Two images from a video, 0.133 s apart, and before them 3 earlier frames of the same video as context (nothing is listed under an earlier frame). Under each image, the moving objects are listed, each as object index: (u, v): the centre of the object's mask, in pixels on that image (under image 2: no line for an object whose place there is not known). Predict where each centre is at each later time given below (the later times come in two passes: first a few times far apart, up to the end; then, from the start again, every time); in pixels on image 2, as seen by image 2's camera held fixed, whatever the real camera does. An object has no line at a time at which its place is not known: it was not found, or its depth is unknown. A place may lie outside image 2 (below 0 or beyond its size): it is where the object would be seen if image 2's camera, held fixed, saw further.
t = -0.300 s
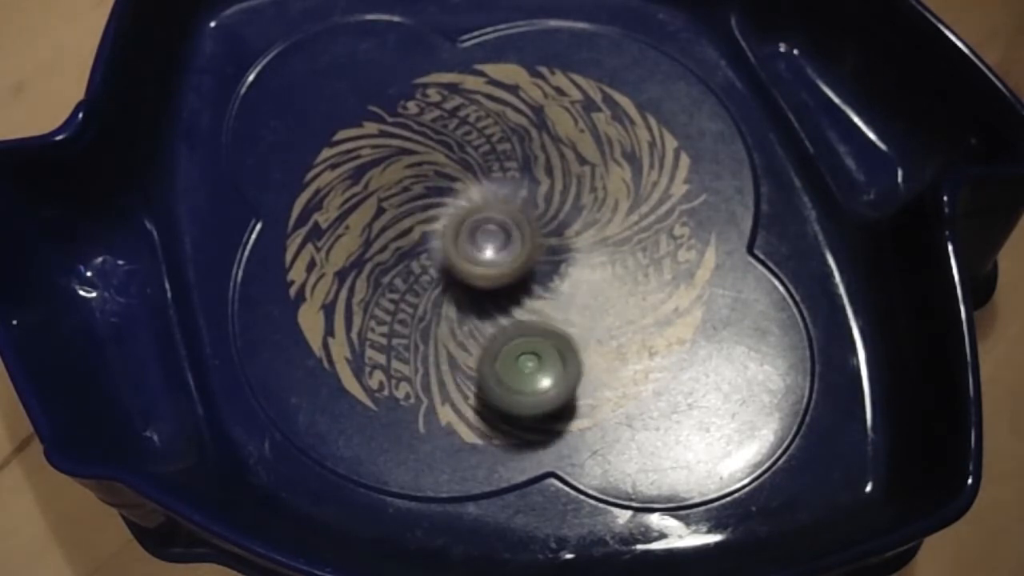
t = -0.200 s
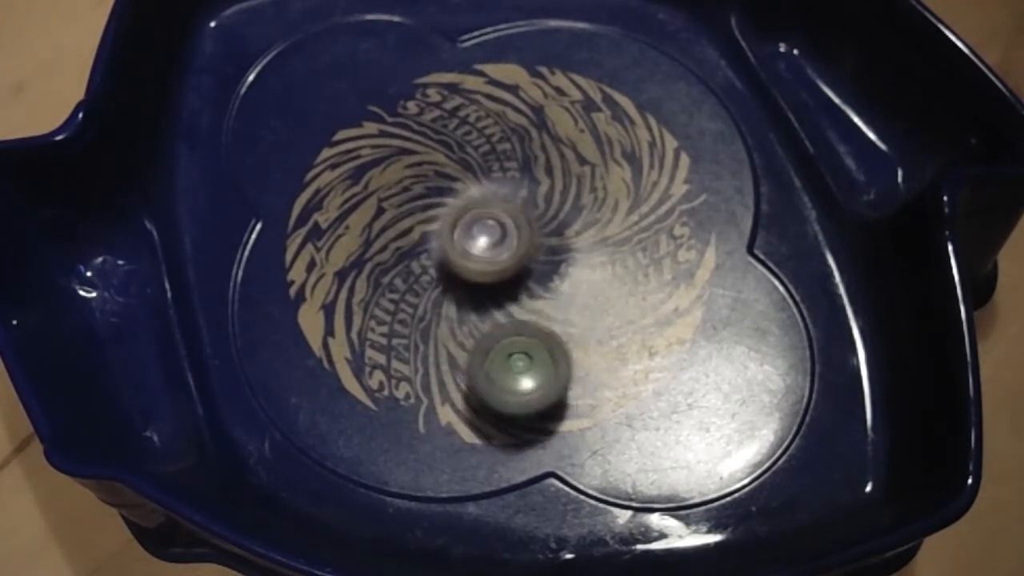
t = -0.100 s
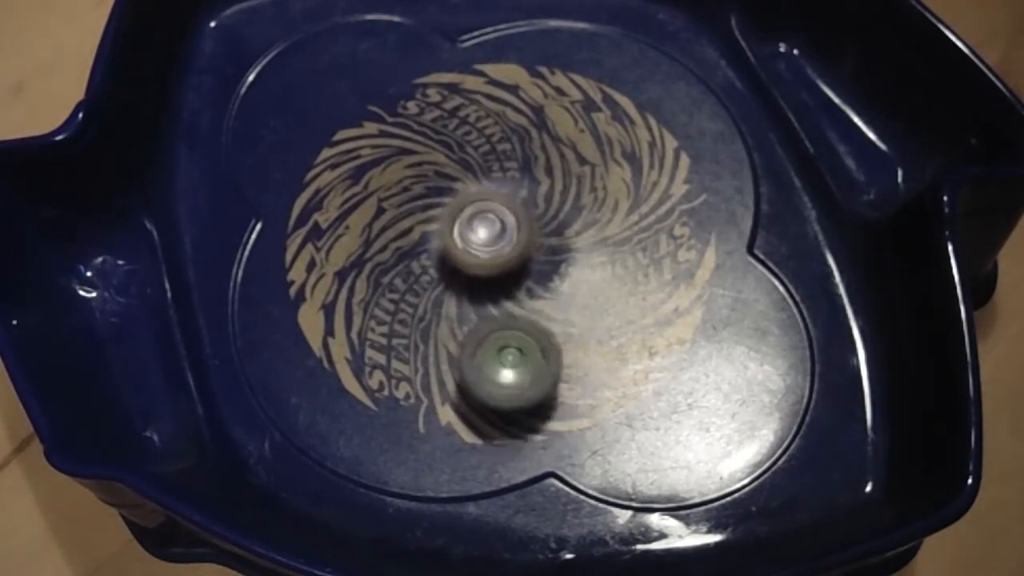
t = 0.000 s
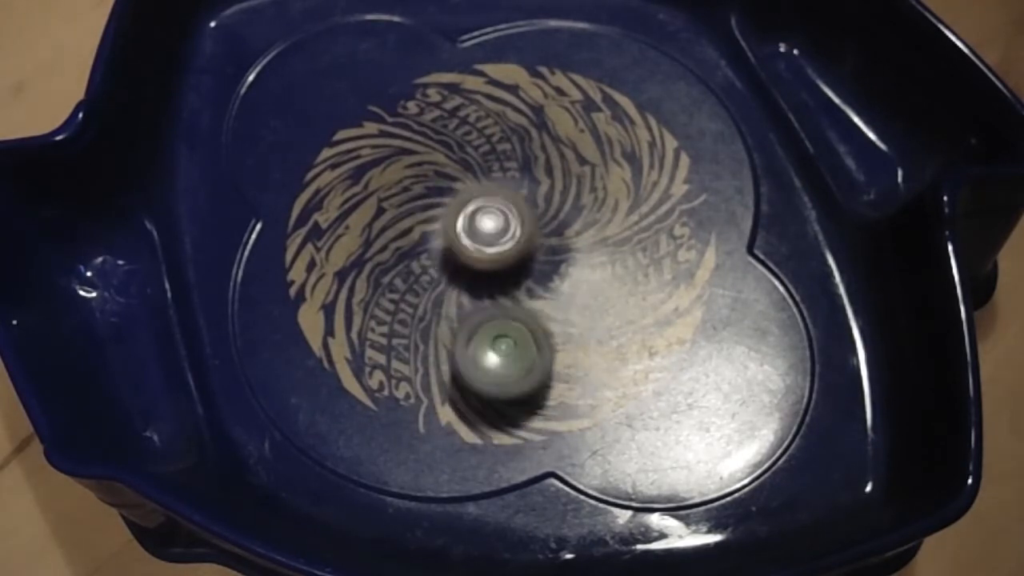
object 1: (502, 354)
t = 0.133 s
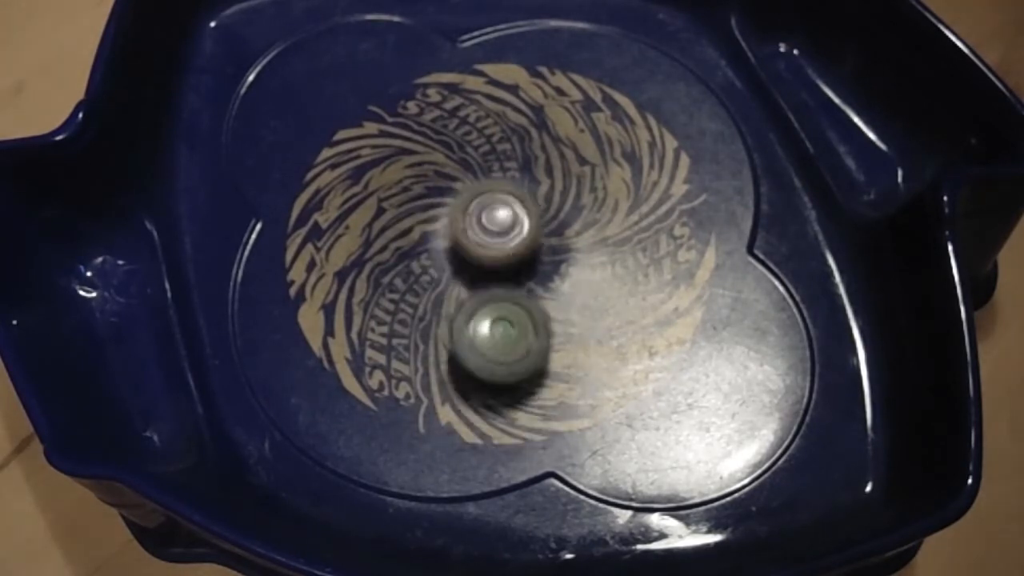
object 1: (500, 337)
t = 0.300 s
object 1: (509, 315)
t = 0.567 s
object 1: (483, 382)
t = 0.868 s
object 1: (451, 383)
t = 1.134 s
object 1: (455, 346)
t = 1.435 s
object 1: (505, 324)
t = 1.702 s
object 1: (538, 349)
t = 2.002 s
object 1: (520, 370)
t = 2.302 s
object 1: (498, 341)
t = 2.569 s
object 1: (519, 308)
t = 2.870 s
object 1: (560, 332)
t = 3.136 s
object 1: (541, 362)
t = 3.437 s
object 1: (503, 343)
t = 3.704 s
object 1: (503, 336)
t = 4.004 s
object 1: (510, 350)
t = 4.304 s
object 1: (496, 357)
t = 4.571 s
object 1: (493, 332)
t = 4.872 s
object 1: (522, 328)
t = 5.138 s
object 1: (518, 346)
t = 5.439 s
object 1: (501, 331)
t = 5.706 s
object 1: (478, 339)
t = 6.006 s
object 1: (463, 340)
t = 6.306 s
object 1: (438, 339)
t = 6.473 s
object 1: (450, 322)
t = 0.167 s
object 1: (501, 332)
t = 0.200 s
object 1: (502, 327)
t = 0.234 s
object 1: (504, 322)
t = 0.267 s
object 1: (507, 318)
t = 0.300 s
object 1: (509, 315)
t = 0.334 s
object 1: (508, 317)
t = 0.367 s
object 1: (502, 338)
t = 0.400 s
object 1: (496, 352)
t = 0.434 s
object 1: (491, 364)
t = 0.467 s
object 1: (488, 368)
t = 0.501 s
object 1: (487, 372)
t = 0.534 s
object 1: (485, 378)
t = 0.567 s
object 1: (483, 382)
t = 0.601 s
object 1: (480, 385)
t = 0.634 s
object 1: (477, 388)
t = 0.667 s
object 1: (473, 390)
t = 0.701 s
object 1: (468, 391)
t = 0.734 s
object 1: (465, 390)
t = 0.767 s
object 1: (461, 390)
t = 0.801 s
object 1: (458, 388)
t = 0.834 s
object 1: (455, 385)
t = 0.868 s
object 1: (451, 383)
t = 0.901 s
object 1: (450, 380)
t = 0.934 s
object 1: (448, 376)
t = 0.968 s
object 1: (447, 370)
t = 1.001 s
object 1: (448, 367)
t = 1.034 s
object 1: (447, 361)
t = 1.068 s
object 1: (451, 355)
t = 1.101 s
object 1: (452, 350)
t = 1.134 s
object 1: (455, 346)
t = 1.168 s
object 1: (459, 340)
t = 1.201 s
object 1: (464, 335)
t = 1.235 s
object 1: (468, 330)
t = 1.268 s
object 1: (473, 326)
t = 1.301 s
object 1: (479, 325)
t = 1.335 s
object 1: (485, 322)
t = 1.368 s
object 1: (491, 321)
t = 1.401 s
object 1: (498, 322)
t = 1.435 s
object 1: (505, 324)
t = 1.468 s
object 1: (511, 325)
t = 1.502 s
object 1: (517, 329)
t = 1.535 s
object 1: (523, 332)
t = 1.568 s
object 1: (526, 334)
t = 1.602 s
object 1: (531, 336)
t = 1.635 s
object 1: (534, 340)
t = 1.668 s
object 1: (536, 345)
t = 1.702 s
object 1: (538, 349)
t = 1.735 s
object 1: (538, 353)
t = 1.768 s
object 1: (538, 356)
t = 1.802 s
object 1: (537, 360)
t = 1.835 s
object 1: (536, 363)
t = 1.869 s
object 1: (534, 365)
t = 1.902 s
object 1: (529, 368)
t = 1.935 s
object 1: (527, 370)
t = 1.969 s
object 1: (524, 370)
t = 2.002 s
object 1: (520, 370)
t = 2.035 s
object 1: (516, 369)
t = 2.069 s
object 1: (512, 368)
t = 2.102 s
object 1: (509, 367)
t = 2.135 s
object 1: (506, 363)
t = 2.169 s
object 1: (503, 360)
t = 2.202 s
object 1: (502, 355)
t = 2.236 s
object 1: (499, 352)
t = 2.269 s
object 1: (498, 346)
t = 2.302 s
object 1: (498, 341)
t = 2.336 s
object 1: (498, 337)
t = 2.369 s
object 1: (499, 332)
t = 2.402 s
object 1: (500, 328)
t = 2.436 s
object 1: (503, 323)
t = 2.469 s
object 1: (506, 317)
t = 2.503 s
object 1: (509, 315)
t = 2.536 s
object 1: (515, 310)
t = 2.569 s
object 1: (519, 308)
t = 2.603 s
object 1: (524, 306)
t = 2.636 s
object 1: (528, 306)
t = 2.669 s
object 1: (534, 306)
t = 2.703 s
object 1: (540, 310)
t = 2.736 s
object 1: (544, 313)
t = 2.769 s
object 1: (548, 318)
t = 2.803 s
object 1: (554, 323)
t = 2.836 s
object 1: (558, 328)
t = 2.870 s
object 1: (560, 332)
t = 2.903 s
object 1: (561, 337)
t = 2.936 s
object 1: (561, 340)
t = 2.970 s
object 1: (560, 347)
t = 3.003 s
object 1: (558, 350)
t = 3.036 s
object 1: (556, 354)
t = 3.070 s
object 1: (552, 359)
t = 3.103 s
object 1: (547, 360)
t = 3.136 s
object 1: (541, 362)
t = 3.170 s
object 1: (537, 363)
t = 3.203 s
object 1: (531, 363)
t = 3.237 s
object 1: (526, 359)
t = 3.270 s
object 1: (522, 357)
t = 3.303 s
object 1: (517, 355)
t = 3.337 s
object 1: (513, 351)
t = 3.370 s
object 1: (510, 347)
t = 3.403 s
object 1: (507, 342)
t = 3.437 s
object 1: (503, 343)
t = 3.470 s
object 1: (501, 346)
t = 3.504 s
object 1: (499, 345)
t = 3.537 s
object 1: (498, 343)
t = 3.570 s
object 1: (499, 341)
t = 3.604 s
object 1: (499, 340)
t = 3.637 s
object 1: (500, 338)
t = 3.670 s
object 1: (501, 337)
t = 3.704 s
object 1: (503, 336)
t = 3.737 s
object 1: (504, 334)
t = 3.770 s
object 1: (505, 333)
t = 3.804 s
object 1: (506, 333)
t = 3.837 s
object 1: (508, 332)
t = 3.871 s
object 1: (510, 331)
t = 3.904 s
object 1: (512, 334)
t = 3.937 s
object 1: (512, 341)
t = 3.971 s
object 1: (512, 347)
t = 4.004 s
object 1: (510, 350)
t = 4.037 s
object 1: (511, 352)
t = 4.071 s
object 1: (511, 355)
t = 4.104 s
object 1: (509, 357)
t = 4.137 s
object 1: (506, 358)
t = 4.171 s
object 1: (505, 360)
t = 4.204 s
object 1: (503, 360)
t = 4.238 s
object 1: (500, 360)
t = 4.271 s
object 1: (498, 358)
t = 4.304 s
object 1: (496, 357)
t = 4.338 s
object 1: (493, 355)
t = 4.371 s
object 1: (491, 353)
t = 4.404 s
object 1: (489, 350)
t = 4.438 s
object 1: (489, 347)
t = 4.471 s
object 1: (489, 343)
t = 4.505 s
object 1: (490, 339)
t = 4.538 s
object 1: (491, 335)
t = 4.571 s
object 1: (493, 332)
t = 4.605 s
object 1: (496, 329)
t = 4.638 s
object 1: (499, 326)
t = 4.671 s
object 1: (502, 324)
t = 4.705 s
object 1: (506, 324)
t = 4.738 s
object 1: (511, 322)
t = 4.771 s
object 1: (514, 325)
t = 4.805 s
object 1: (514, 326)
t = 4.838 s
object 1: (517, 326)
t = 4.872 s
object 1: (522, 328)
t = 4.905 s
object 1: (524, 333)
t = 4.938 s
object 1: (524, 335)
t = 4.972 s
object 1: (524, 337)
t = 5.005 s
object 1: (525, 339)
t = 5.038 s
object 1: (524, 343)
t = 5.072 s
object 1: (521, 344)
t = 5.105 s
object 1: (519, 345)
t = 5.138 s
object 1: (518, 346)
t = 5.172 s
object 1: (514, 348)
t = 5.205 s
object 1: (511, 347)
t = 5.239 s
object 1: (508, 345)
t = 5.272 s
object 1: (507, 343)
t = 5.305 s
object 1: (505, 342)
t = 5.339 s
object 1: (503, 339)
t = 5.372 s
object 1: (501, 336)
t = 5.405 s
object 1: (500, 333)
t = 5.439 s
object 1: (501, 331)
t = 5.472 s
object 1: (499, 329)
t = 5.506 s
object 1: (490, 333)
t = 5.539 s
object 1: (484, 340)
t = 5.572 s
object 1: (478, 338)
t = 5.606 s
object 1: (477, 335)
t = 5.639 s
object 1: (477, 337)
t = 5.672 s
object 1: (479, 338)
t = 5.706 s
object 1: (478, 339)
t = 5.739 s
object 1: (476, 337)
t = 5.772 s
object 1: (477, 335)
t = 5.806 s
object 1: (476, 333)
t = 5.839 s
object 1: (478, 333)
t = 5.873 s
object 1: (476, 332)
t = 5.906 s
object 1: (475, 332)
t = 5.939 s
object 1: (472, 333)
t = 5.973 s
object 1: (470, 333)
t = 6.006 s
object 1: (463, 340)
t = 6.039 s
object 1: (457, 346)
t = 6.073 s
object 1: (454, 347)
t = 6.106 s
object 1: (451, 347)
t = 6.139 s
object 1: (447, 351)
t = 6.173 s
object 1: (444, 349)
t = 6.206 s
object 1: (442, 348)
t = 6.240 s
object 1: (438, 346)
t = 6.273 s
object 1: (438, 341)
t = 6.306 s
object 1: (438, 339)
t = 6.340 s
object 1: (437, 336)
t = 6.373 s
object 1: (439, 331)
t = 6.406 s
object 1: (442, 328)
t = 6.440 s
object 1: (445, 325)
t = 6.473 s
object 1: (450, 322)
